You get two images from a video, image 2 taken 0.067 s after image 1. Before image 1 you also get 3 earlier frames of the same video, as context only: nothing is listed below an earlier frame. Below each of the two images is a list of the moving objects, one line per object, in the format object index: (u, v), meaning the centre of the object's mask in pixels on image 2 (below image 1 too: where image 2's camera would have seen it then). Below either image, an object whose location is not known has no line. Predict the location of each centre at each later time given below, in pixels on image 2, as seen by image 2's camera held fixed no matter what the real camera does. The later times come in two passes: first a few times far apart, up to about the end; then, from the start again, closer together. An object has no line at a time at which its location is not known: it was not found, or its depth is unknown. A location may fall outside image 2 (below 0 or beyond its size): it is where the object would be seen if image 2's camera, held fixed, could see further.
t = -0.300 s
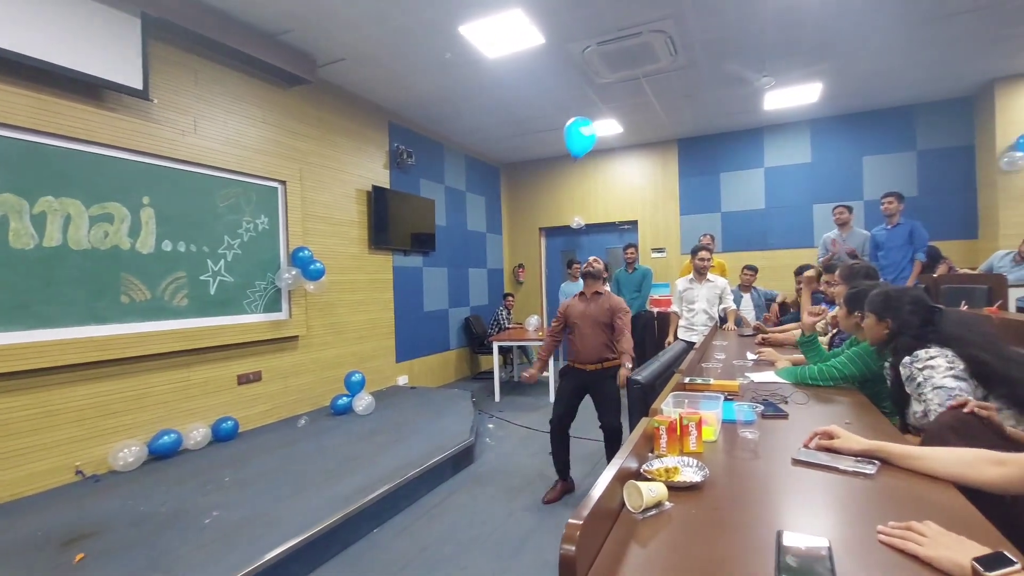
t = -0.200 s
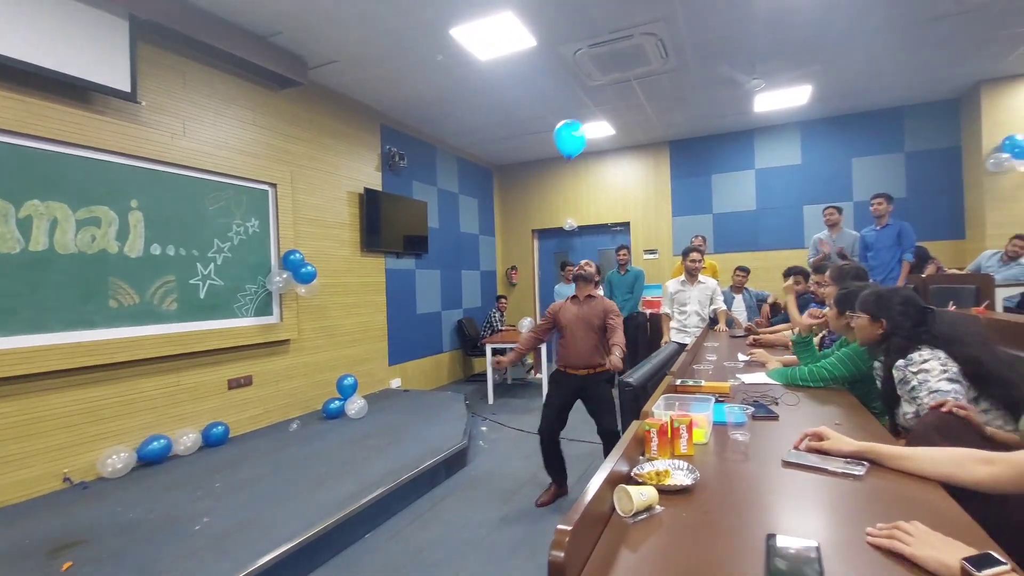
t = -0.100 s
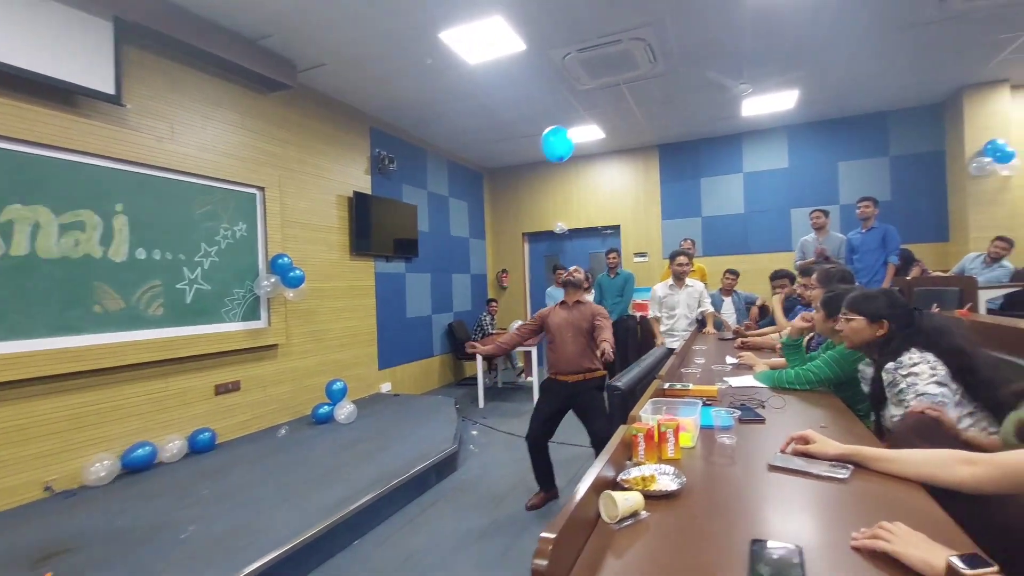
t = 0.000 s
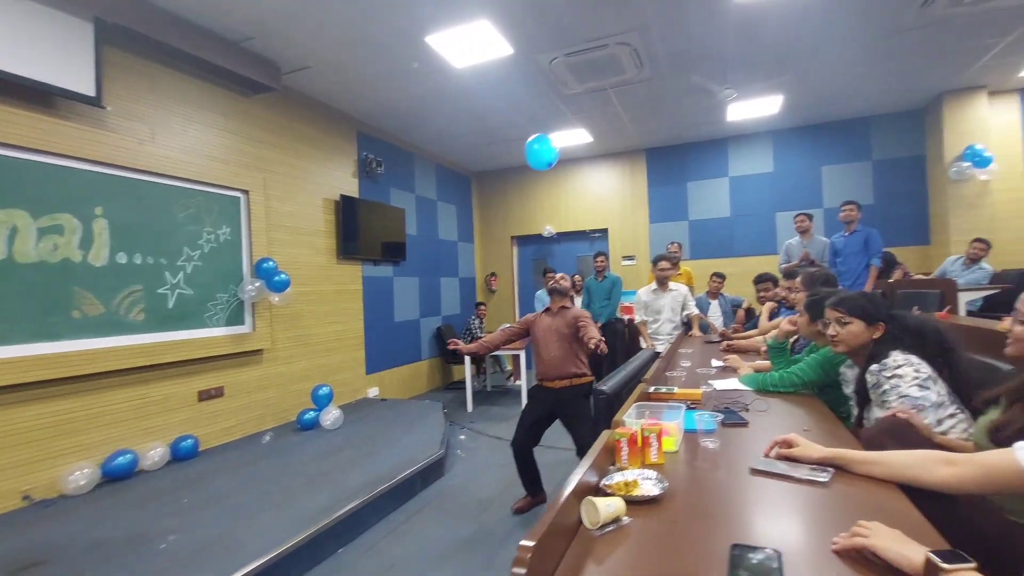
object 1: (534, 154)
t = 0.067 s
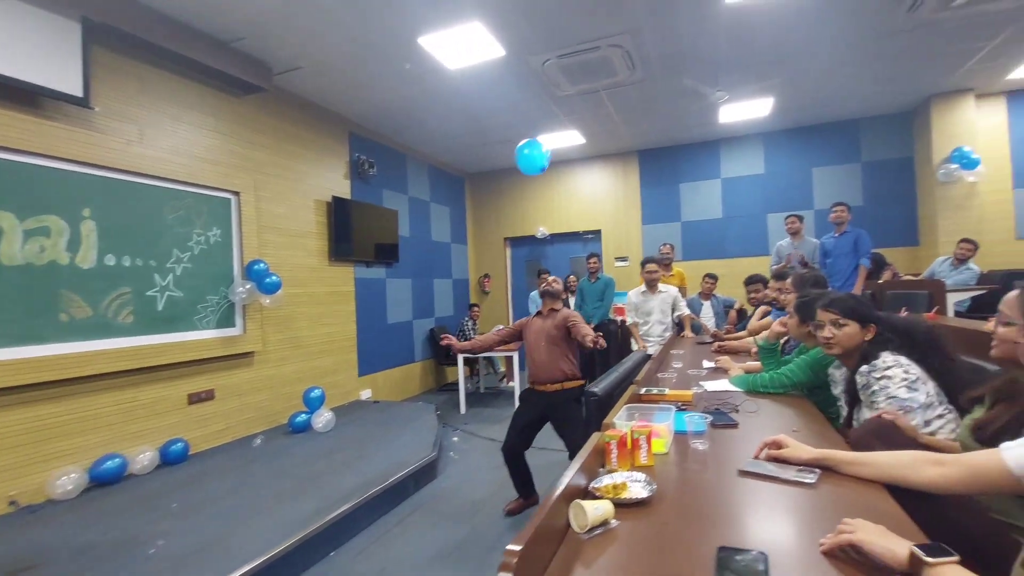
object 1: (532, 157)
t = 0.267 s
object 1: (527, 173)
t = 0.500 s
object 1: (525, 199)
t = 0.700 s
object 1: (526, 226)
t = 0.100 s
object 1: (531, 159)
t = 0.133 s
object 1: (530, 161)
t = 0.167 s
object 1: (529, 164)
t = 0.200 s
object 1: (528, 167)
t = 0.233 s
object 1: (528, 170)
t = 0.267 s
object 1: (527, 173)
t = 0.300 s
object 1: (527, 177)
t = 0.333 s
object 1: (526, 180)
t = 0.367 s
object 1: (526, 184)
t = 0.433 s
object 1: (525, 192)
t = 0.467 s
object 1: (525, 195)
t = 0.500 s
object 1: (525, 199)
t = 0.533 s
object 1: (525, 204)
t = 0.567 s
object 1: (525, 208)
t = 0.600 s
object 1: (525, 212)
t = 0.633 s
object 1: (525, 217)
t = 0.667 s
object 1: (525, 221)
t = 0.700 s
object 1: (526, 226)
